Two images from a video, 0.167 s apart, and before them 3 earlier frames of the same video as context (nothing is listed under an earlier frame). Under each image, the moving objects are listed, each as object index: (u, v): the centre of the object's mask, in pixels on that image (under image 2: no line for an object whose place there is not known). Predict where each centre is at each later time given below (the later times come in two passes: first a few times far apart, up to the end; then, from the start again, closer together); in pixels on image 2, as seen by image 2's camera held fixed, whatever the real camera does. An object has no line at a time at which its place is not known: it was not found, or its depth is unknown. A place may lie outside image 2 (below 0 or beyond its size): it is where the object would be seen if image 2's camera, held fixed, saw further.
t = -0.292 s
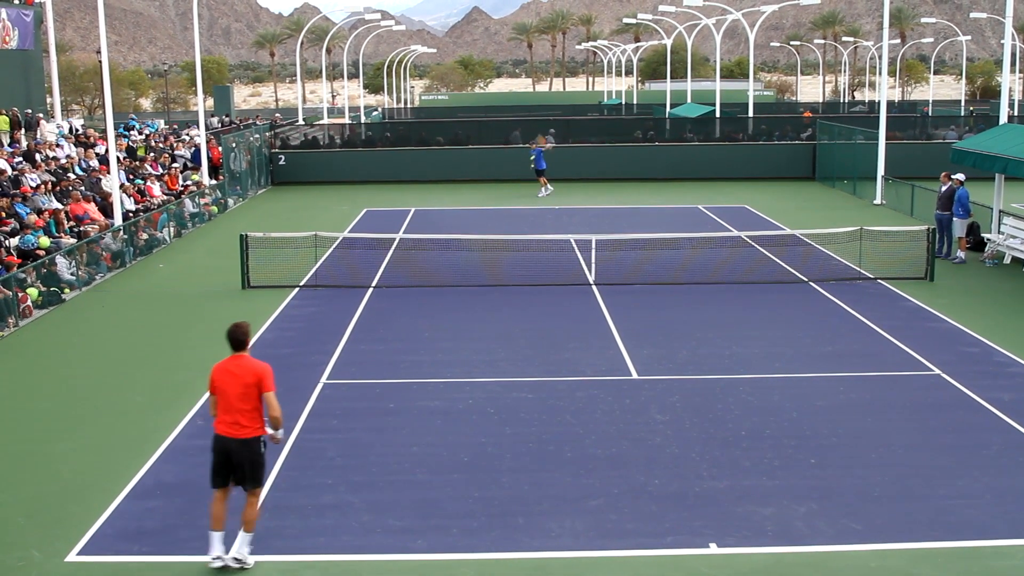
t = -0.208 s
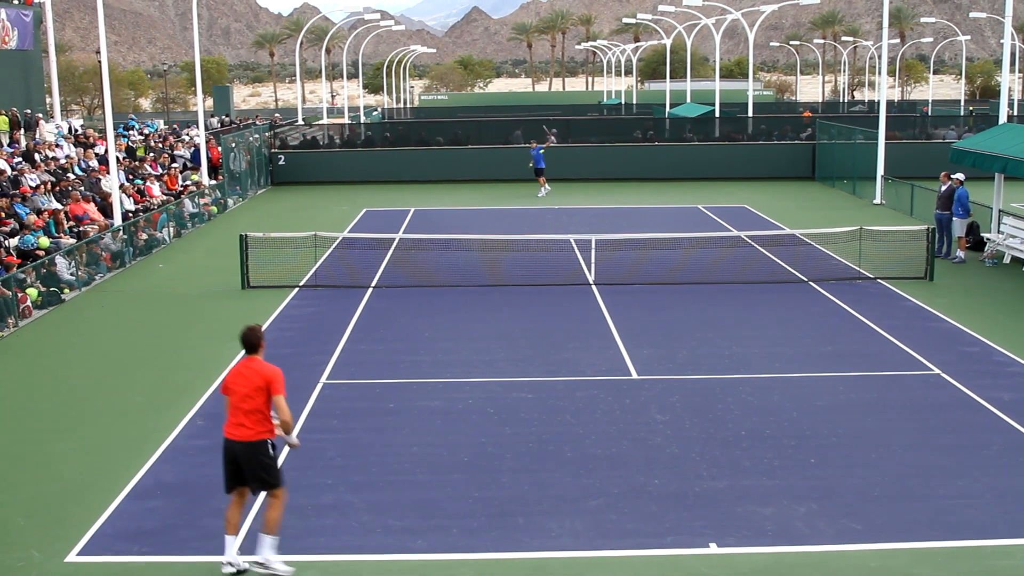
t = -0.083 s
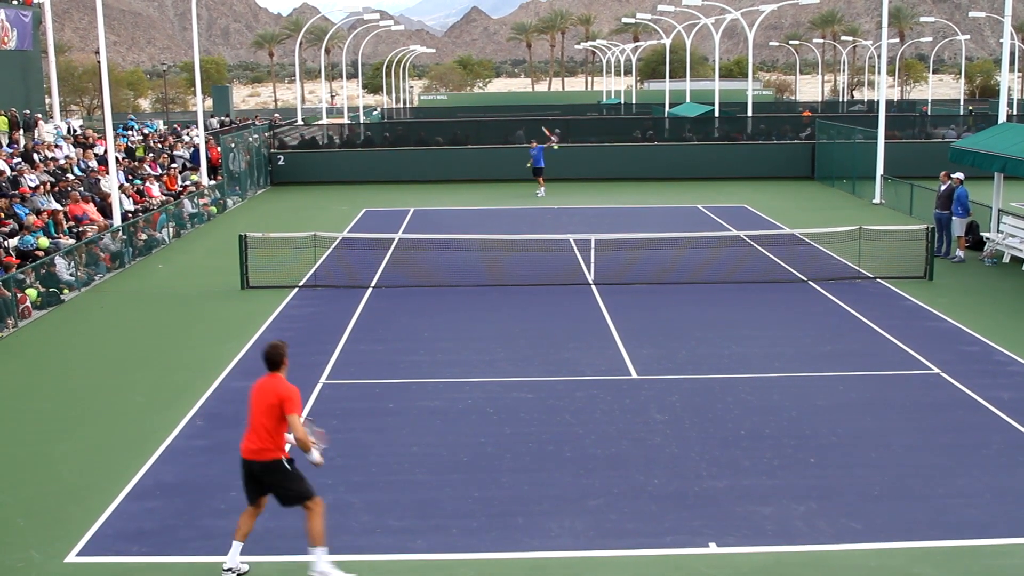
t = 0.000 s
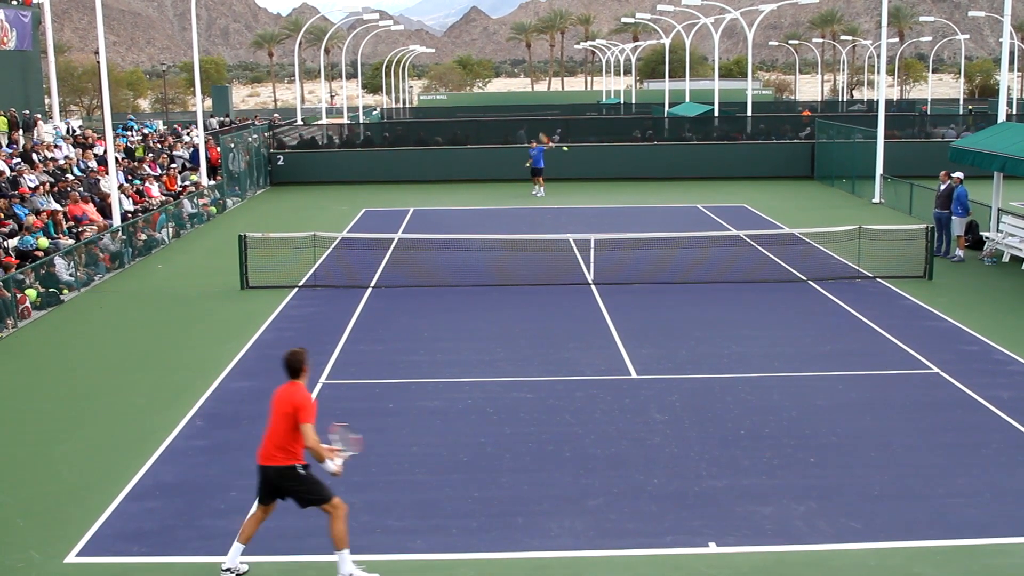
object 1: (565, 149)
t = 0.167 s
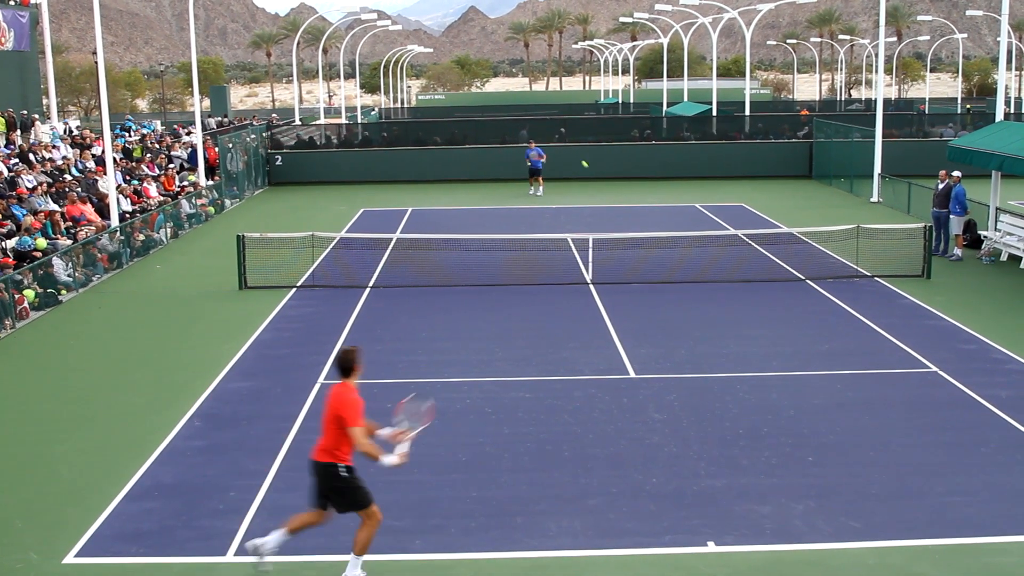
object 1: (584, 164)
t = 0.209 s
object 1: (590, 171)
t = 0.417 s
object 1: (620, 231)
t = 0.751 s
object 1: (676, 402)
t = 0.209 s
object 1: (590, 171)
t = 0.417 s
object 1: (620, 231)
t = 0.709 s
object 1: (670, 409)
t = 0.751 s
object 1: (676, 402)
